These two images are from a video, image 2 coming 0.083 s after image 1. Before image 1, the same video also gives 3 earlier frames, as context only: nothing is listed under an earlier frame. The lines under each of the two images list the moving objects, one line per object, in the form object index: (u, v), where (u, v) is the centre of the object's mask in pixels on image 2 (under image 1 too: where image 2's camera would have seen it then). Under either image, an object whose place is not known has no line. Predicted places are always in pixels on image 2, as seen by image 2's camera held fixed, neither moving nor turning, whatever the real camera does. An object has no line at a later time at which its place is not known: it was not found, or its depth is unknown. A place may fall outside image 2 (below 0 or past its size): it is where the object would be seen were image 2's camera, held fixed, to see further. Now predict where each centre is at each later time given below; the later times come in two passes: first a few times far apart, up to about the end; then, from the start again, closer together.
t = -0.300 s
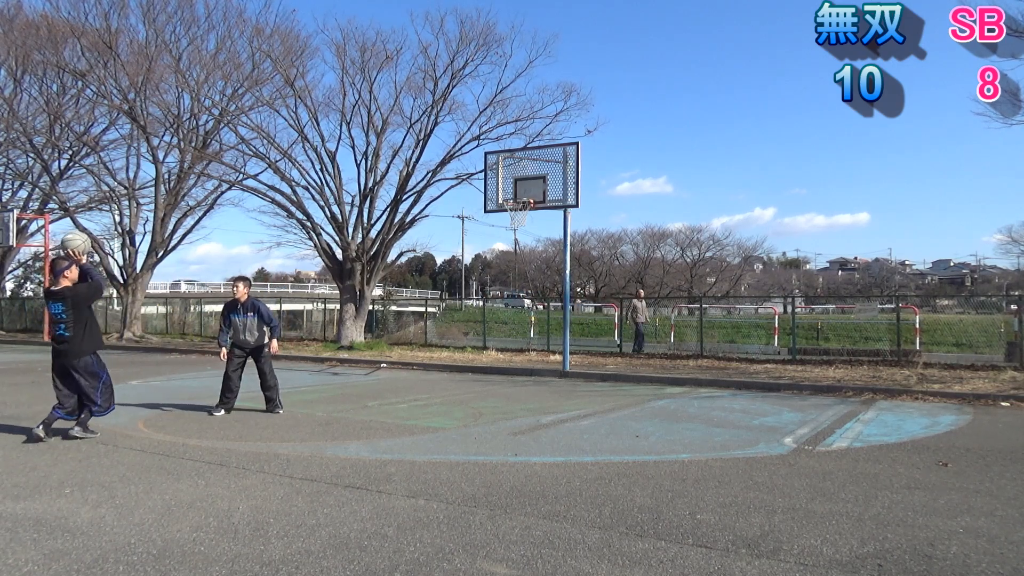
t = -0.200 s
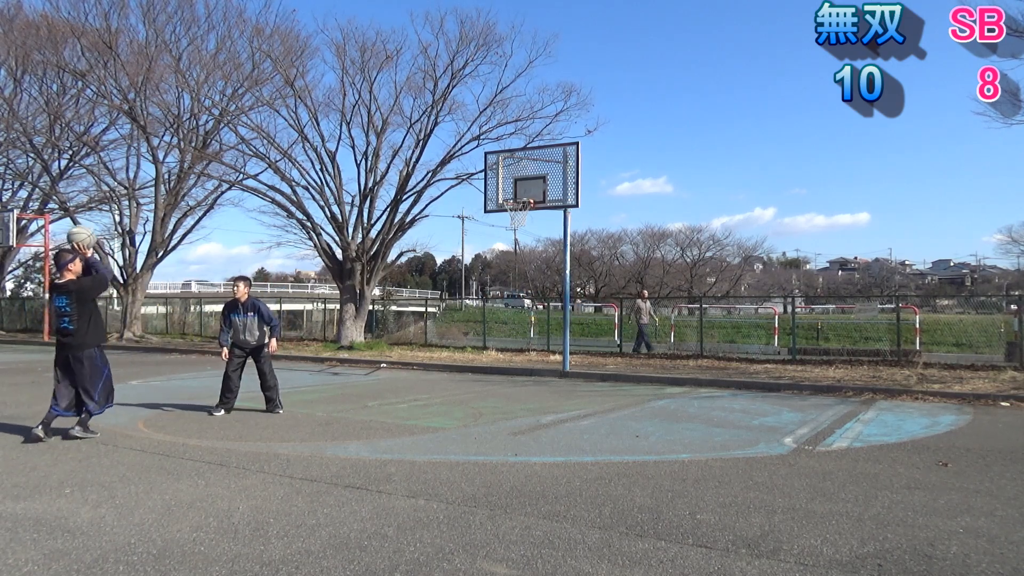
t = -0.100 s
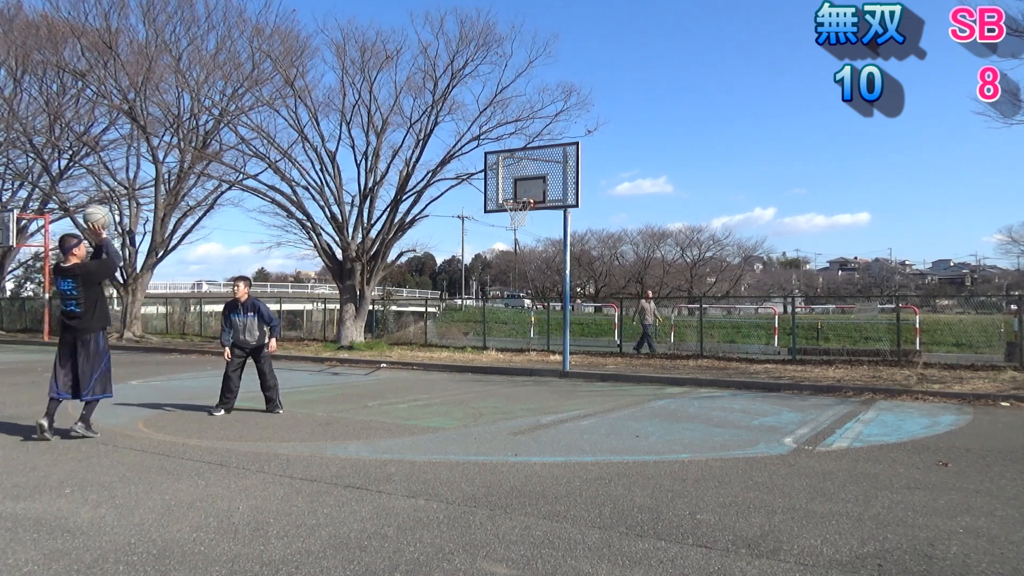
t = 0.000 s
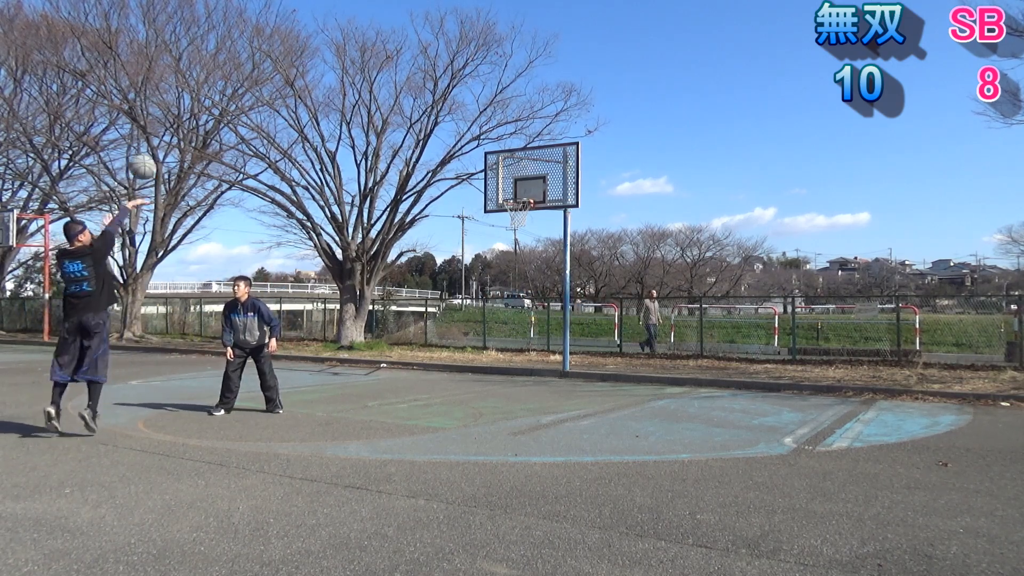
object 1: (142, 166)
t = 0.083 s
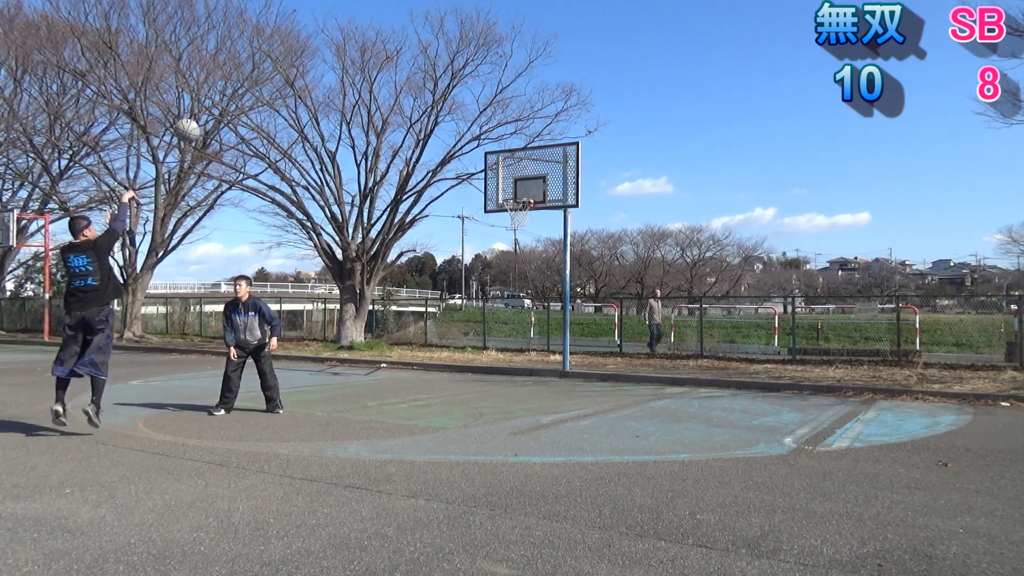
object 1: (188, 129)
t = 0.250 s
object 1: (262, 81)
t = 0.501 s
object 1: (354, 58)
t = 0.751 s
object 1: (427, 79)
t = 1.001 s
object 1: (487, 134)
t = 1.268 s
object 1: (543, 212)
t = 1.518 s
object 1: (594, 293)
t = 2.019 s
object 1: (677, 278)
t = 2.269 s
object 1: (713, 235)
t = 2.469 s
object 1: (748, 228)
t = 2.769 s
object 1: (807, 272)
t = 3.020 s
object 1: (862, 372)
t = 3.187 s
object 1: (902, 362)
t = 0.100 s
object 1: (196, 123)
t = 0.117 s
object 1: (204, 118)
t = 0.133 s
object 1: (211, 112)
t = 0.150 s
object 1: (220, 107)
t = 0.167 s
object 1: (227, 102)
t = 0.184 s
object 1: (235, 96)
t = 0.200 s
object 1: (241, 93)
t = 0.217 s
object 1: (249, 89)
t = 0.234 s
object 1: (256, 84)
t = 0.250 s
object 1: (262, 81)
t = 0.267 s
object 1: (270, 78)
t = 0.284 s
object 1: (277, 75)
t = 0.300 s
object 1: (284, 73)
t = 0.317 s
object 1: (290, 70)
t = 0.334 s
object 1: (296, 68)
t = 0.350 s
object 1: (302, 66)
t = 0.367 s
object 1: (308, 64)
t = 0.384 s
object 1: (314, 62)
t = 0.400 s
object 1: (320, 61)
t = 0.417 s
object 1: (326, 60)
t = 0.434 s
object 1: (332, 59)
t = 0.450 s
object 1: (337, 58)
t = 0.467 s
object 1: (343, 58)
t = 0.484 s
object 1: (348, 58)
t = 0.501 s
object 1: (354, 58)
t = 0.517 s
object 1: (359, 58)
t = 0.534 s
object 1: (364, 58)
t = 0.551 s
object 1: (369, 58)
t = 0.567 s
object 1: (374, 59)
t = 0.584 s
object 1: (380, 60)
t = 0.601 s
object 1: (384, 61)
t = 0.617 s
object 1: (390, 63)
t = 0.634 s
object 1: (394, 64)
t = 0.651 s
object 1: (399, 66)
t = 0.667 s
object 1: (404, 68)
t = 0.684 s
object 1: (409, 69)
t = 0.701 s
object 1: (414, 72)
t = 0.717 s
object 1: (418, 74)
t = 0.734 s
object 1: (422, 76)
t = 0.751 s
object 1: (427, 79)
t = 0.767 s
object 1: (431, 82)
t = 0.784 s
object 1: (435, 84)
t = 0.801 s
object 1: (440, 88)
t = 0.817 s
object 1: (443, 90)
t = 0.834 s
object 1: (448, 94)
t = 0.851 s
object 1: (452, 97)
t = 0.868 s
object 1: (456, 101)
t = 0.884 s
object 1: (461, 105)
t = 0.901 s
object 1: (464, 109)
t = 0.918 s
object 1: (469, 112)
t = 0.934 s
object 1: (472, 116)
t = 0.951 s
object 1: (476, 121)
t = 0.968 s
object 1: (480, 125)
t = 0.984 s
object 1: (484, 129)
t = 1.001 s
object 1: (487, 134)
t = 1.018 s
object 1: (491, 138)
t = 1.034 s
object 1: (495, 143)
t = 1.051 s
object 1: (498, 147)
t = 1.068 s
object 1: (502, 153)
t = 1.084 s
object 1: (506, 158)
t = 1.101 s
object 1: (509, 164)
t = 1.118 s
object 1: (513, 169)
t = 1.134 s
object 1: (517, 174)
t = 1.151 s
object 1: (520, 180)
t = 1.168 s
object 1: (523, 186)
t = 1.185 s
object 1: (527, 191)
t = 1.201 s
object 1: (530, 197)
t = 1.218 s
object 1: (535, 200)
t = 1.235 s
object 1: (537, 204)
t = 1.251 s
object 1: (540, 208)
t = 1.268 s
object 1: (543, 212)
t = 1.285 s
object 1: (546, 217)
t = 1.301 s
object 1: (550, 222)
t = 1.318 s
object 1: (553, 226)
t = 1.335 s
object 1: (556, 231)
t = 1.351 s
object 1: (559, 236)
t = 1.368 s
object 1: (563, 241)
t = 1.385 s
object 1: (567, 246)
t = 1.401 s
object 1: (571, 251)
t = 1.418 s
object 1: (574, 257)
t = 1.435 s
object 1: (578, 262)
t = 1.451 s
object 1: (582, 267)
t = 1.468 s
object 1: (586, 274)
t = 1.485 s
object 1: (589, 281)
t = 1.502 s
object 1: (591, 287)
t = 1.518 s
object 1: (594, 293)
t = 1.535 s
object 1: (597, 300)
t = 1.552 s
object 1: (601, 307)
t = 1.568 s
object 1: (604, 314)
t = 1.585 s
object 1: (608, 321)
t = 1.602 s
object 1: (611, 330)
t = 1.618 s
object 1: (613, 338)
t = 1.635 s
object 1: (617, 345)
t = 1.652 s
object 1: (620, 353)
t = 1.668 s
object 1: (623, 362)
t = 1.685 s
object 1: (627, 370)
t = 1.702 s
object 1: (630, 379)
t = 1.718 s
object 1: (632, 382)
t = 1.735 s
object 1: (635, 375)
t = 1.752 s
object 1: (637, 368)
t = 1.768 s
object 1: (640, 362)
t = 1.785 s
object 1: (642, 355)
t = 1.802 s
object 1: (645, 349)
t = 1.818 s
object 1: (647, 343)
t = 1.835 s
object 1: (649, 337)
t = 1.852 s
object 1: (652, 331)
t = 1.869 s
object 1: (654, 325)
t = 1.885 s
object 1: (656, 319)
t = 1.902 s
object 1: (658, 314)
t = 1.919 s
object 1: (661, 309)
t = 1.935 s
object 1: (664, 303)
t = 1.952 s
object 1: (666, 299)
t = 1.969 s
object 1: (668, 293)
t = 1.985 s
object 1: (671, 288)
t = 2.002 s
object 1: (673, 283)
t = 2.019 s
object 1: (677, 278)
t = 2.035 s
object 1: (678, 276)
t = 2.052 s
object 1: (680, 272)
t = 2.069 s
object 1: (683, 267)
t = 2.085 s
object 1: (686, 263)
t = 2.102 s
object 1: (689, 258)
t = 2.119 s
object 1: (690, 257)
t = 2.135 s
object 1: (693, 255)
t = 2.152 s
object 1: (695, 251)
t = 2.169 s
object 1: (698, 248)
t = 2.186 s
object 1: (701, 246)
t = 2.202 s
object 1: (703, 243)
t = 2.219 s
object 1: (706, 241)
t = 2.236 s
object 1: (708, 239)
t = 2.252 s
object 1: (710, 237)
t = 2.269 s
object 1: (713, 235)
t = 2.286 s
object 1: (716, 233)
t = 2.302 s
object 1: (720, 232)
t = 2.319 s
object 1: (722, 231)
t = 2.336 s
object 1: (725, 229)
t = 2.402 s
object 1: (736, 227)
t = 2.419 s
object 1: (739, 227)
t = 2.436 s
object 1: (742, 227)
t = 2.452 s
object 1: (745, 227)
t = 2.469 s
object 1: (748, 228)
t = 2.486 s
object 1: (752, 228)
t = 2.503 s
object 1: (755, 229)
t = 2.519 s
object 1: (758, 230)
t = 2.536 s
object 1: (761, 232)
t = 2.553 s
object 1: (764, 233)
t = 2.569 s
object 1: (767, 235)
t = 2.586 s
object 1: (770, 237)
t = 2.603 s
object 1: (774, 239)
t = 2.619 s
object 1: (777, 241)
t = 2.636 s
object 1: (780, 244)
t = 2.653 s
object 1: (783, 247)
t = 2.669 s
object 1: (786, 250)
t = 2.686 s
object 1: (789, 253)
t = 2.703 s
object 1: (792, 256)
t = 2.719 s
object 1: (799, 258)
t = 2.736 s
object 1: (804, 262)
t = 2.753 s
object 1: (804, 265)
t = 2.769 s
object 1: (807, 272)
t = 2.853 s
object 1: (824, 299)
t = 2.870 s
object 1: (829, 305)
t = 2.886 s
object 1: (832, 311)
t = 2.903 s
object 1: (836, 317)
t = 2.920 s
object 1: (840, 324)
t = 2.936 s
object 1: (844, 332)
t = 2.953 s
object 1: (847, 340)
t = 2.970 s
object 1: (850, 347)
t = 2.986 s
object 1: (854, 355)
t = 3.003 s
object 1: (858, 363)
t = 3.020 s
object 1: (862, 372)
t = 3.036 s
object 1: (866, 381)
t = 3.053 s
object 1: (871, 390)
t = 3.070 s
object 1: (874, 399)
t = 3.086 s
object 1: (877, 406)
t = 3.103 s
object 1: (882, 398)
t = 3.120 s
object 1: (887, 391)
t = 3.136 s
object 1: (889, 384)
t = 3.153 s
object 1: (893, 376)
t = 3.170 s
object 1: (897, 369)
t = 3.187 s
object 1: (902, 362)
